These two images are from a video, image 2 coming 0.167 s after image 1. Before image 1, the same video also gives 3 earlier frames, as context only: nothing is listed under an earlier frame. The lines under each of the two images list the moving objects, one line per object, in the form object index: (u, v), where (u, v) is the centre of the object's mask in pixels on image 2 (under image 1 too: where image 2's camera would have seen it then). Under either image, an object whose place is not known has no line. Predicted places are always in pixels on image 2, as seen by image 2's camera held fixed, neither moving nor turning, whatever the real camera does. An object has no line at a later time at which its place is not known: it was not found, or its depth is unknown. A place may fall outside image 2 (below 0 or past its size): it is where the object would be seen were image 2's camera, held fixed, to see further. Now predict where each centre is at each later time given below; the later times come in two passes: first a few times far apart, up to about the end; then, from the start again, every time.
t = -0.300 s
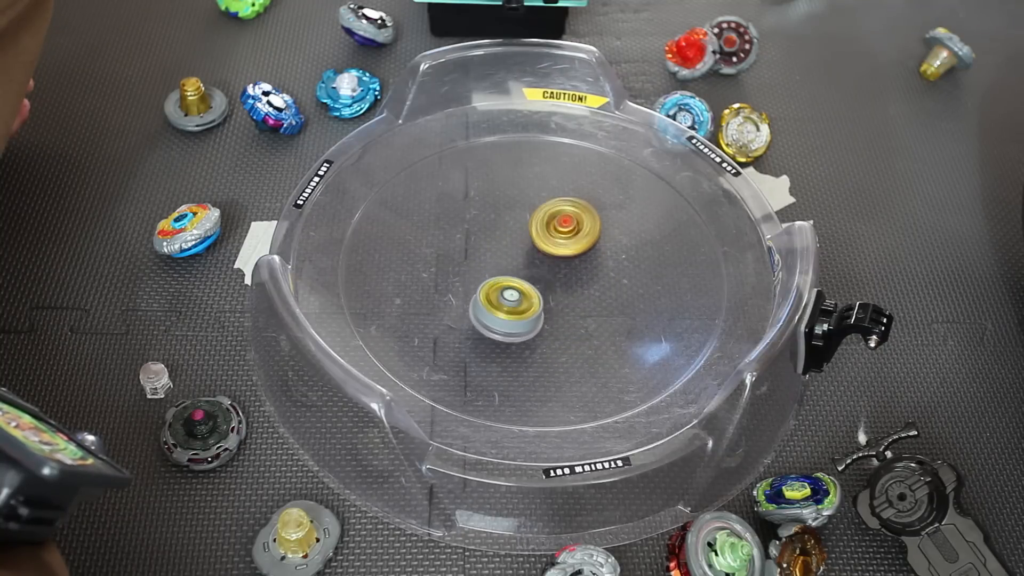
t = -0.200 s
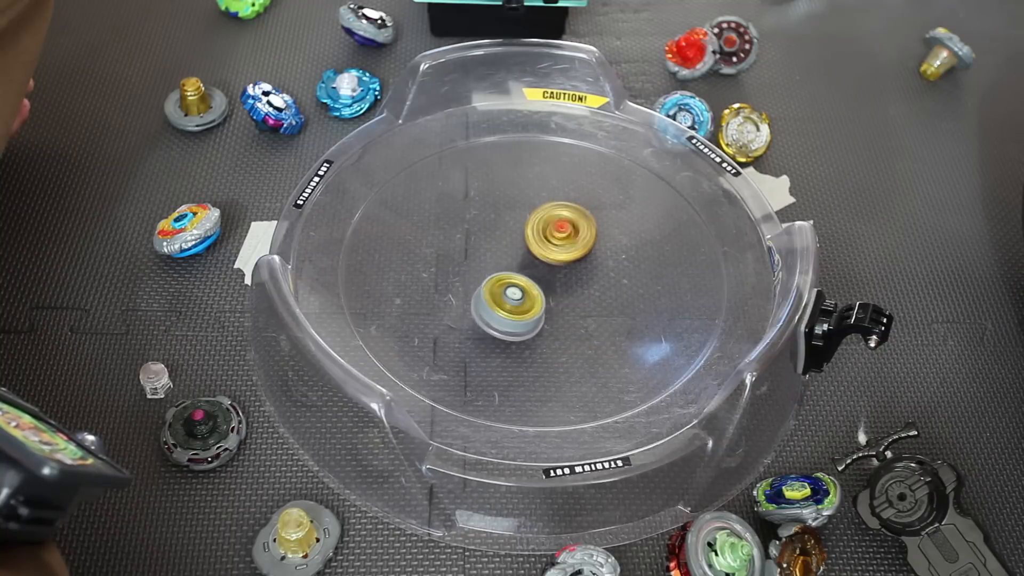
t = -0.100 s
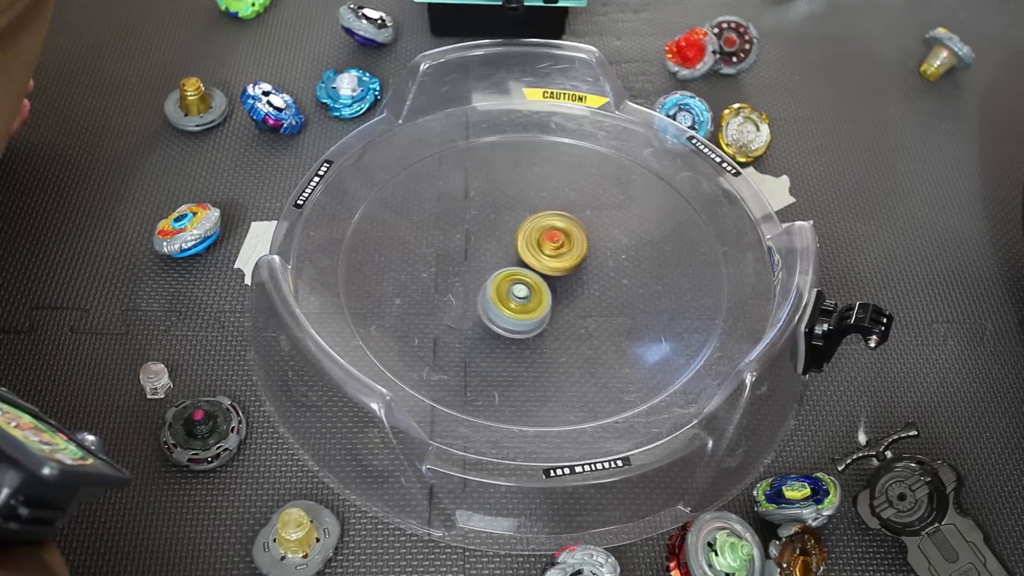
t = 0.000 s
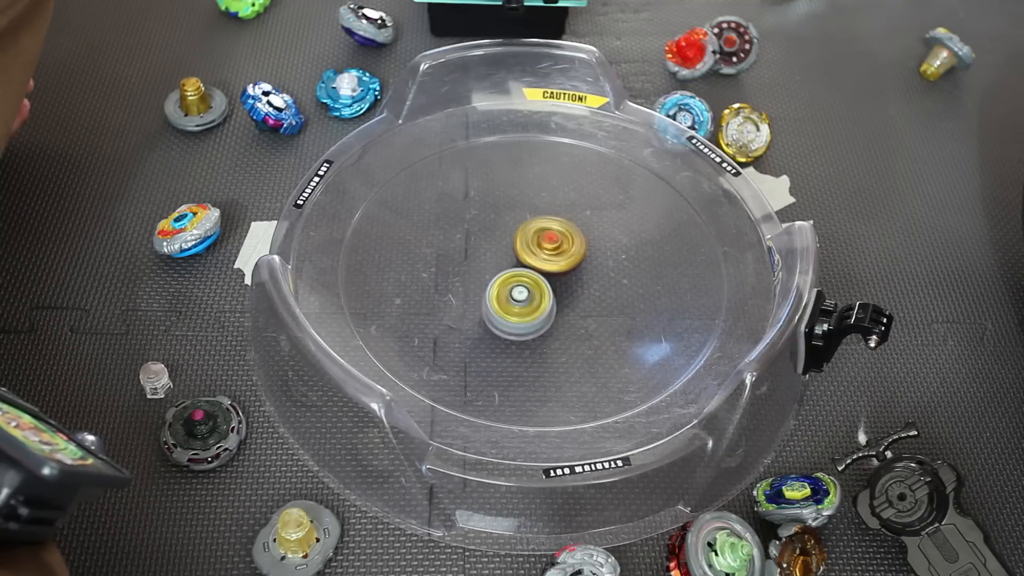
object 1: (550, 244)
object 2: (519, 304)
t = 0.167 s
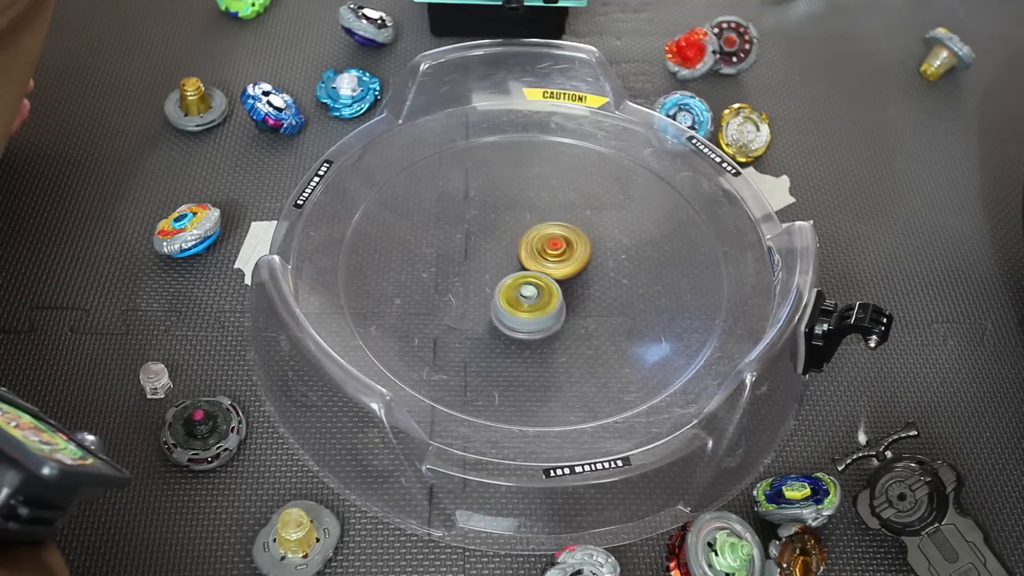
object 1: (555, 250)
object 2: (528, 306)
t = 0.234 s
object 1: (557, 248)
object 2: (530, 308)
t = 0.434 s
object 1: (553, 247)
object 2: (533, 312)
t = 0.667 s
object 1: (540, 244)
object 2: (532, 308)
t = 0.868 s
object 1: (526, 239)
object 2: (537, 304)
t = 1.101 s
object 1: (515, 243)
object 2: (550, 302)
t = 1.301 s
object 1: (508, 250)
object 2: (556, 303)
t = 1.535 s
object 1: (502, 254)
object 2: (560, 301)
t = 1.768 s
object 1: (500, 258)
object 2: (562, 296)
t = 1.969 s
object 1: (496, 257)
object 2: (567, 293)
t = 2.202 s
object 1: (500, 258)
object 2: (572, 292)
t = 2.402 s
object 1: (499, 256)
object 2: (579, 289)
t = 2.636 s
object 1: (505, 257)
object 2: (576, 280)
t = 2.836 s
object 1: (502, 259)
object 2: (575, 275)
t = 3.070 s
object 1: (499, 270)
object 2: (578, 270)
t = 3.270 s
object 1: (499, 281)
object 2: (575, 268)
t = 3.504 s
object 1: (496, 283)
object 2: (568, 257)
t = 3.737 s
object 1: (498, 276)
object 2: (563, 255)
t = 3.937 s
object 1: (499, 286)
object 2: (562, 252)
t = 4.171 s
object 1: (505, 280)
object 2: (555, 254)
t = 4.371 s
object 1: (498, 278)
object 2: (549, 252)
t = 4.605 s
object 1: (511, 284)
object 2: (558, 253)
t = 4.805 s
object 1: (503, 286)
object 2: (564, 263)
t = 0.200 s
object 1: (557, 249)
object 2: (529, 308)
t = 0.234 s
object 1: (557, 248)
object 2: (530, 308)
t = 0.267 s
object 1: (558, 248)
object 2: (531, 309)
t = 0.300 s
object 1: (558, 249)
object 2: (531, 308)
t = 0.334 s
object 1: (557, 249)
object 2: (534, 308)
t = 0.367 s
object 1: (556, 250)
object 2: (534, 308)
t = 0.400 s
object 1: (555, 250)
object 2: (534, 310)
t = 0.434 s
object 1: (553, 247)
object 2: (533, 312)
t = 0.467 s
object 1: (552, 246)
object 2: (531, 312)
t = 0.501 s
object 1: (551, 244)
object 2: (532, 311)
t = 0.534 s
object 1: (548, 242)
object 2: (533, 311)
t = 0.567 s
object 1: (548, 243)
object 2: (532, 311)
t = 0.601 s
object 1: (546, 242)
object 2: (532, 310)
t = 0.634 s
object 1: (542, 243)
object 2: (532, 309)
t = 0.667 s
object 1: (540, 244)
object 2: (532, 308)
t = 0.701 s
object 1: (538, 244)
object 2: (534, 307)
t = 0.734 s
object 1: (534, 244)
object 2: (534, 307)
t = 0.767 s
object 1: (532, 242)
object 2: (534, 309)
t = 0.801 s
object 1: (529, 240)
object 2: (534, 309)
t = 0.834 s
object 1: (527, 239)
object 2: (534, 306)
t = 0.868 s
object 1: (526, 239)
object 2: (537, 304)
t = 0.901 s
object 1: (524, 238)
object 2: (539, 304)
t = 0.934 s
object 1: (521, 240)
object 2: (541, 303)
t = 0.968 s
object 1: (520, 240)
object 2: (543, 303)
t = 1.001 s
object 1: (519, 242)
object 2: (544, 302)
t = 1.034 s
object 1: (517, 243)
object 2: (546, 301)
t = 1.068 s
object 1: (516, 244)
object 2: (549, 302)
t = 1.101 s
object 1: (515, 243)
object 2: (550, 302)
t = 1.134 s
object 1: (513, 245)
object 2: (551, 301)
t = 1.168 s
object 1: (513, 246)
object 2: (553, 300)
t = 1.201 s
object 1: (513, 247)
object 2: (554, 300)
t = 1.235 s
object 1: (512, 250)
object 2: (555, 301)
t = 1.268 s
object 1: (510, 250)
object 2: (557, 303)
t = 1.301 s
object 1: (508, 250)
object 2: (556, 303)
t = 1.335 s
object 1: (505, 251)
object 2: (556, 301)
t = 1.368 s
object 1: (506, 252)
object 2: (558, 301)
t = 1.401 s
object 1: (506, 252)
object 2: (558, 301)
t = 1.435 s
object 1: (505, 253)
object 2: (558, 301)
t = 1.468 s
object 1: (506, 255)
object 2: (558, 301)
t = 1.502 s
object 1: (506, 255)
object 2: (558, 300)
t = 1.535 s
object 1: (502, 254)
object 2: (560, 301)
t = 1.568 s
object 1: (501, 254)
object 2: (560, 302)
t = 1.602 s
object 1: (501, 253)
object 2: (559, 301)
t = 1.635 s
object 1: (500, 254)
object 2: (560, 298)
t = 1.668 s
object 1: (500, 255)
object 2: (561, 297)
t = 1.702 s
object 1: (500, 255)
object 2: (562, 297)
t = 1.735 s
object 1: (500, 257)
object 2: (562, 296)
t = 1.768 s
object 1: (500, 258)
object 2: (562, 296)
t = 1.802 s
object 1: (500, 259)
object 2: (562, 295)
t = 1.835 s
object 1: (500, 258)
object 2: (563, 294)
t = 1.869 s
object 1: (499, 259)
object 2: (564, 293)
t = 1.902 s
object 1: (498, 258)
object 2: (566, 293)
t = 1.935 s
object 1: (498, 257)
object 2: (567, 293)
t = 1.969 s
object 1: (496, 257)
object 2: (567, 293)
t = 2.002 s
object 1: (497, 257)
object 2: (566, 292)
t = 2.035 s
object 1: (499, 257)
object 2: (567, 289)
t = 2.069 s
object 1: (500, 258)
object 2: (569, 288)
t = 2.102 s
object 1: (501, 258)
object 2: (570, 288)
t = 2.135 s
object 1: (500, 257)
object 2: (573, 290)
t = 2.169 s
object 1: (499, 257)
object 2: (574, 291)
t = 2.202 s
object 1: (500, 258)
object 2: (572, 292)
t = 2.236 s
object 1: (503, 258)
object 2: (571, 289)
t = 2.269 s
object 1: (504, 257)
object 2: (571, 287)
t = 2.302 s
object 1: (505, 259)
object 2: (572, 286)
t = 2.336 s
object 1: (503, 258)
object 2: (576, 287)
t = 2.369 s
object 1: (500, 255)
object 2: (580, 288)
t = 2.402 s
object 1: (499, 256)
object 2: (579, 289)
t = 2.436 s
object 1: (500, 257)
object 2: (577, 288)
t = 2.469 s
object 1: (501, 256)
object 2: (576, 285)
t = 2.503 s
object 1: (501, 255)
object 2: (576, 283)
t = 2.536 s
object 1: (500, 256)
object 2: (577, 281)
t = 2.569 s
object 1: (503, 257)
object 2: (577, 280)
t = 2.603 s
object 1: (505, 257)
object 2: (577, 280)
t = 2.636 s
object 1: (505, 257)
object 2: (576, 280)
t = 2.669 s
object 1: (503, 258)
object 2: (576, 278)
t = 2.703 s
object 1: (502, 258)
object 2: (576, 277)
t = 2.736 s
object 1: (501, 258)
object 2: (577, 277)
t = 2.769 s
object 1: (500, 258)
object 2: (577, 278)
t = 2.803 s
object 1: (501, 259)
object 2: (576, 277)
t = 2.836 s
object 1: (502, 259)
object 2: (575, 275)
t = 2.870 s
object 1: (502, 261)
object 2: (576, 273)
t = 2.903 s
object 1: (504, 262)
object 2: (576, 272)
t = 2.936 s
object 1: (502, 264)
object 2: (580, 271)
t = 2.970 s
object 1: (500, 265)
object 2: (583, 271)
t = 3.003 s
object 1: (499, 266)
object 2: (582, 273)
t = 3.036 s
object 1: (499, 269)
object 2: (580, 272)
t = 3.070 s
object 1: (499, 270)
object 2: (578, 270)
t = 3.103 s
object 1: (500, 271)
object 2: (576, 268)
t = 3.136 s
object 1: (501, 273)
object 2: (575, 268)
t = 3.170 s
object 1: (503, 275)
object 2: (574, 267)
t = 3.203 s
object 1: (501, 277)
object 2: (576, 266)
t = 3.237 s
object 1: (499, 279)
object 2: (576, 267)
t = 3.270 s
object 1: (499, 281)
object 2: (575, 268)
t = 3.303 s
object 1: (501, 282)
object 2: (572, 267)
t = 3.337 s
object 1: (503, 281)
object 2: (571, 265)
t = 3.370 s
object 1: (501, 281)
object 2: (572, 263)
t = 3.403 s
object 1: (497, 281)
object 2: (571, 261)
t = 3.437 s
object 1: (496, 282)
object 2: (569, 260)
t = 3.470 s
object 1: (496, 283)
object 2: (568, 258)
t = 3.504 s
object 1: (496, 283)
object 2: (568, 257)
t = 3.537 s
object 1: (497, 284)
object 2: (568, 256)
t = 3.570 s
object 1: (499, 285)
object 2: (567, 256)
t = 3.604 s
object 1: (502, 283)
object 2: (566, 256)
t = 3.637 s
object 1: (505, 281)
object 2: (566, 256)
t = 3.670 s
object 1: (504, 277)
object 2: (565, 257)
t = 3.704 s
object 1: (502, 275)
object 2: (564, 257)
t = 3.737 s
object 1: (498, 276)
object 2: (563, 255)
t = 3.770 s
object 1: (498, 277)
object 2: (564, 253)
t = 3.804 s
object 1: (497, 278)
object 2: (564, 252)
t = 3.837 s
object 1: (497, 279)
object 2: (564, 253)
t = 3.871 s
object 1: (497, 281)
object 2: (563, 253)
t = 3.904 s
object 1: (497, 283)
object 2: (562, 253)
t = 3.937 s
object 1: (499, 286)
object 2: (562, 252)
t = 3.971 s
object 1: (501, 287)
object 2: (561, 253)
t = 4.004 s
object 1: (502, 287)
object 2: (560, 253)
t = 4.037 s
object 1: (504, 286)
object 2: (558, 252)
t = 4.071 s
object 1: (506, 284)
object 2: (556, 252)
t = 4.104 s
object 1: (505, 282)
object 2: (557, 252)
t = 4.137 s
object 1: (505, 281)
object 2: (556, 253)
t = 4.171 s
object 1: (505, 280)
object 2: (555, 254)
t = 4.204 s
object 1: (503, 279)
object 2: (555, 253)
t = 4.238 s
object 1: (500, 279)
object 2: (554, 253)
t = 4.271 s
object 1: (497, 279)
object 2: (554, 252)
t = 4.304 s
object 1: (496, 278)
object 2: (554, 252)
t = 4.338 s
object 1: (496, 278)
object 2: (551, 252)
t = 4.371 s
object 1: (498, 278)
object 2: (549, 252)
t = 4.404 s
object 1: (500, 279)
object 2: (550, 251)
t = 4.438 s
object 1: (501, 281)
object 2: (550, 252)
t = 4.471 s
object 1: (504, 282)
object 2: (550, 253)
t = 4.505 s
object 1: (507, 284)
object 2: (551, 254)
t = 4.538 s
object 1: (506, 285)
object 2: (555, 254)
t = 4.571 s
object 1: (509, 285)
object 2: (558, 253)
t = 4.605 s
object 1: (511, 284)
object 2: (558, 253)
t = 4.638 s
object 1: (510, 284)
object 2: (558, 254)
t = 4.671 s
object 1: (509, 284)
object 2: (559, 256)
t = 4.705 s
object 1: (509, 284)
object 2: (561, 258)
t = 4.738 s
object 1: (510, 284)
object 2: (561, 259)
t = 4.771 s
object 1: (509, 284)
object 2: (561, 261)
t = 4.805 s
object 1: (503, 286)
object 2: (564, 263)
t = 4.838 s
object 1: (502, 286)
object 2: (566, 265)
